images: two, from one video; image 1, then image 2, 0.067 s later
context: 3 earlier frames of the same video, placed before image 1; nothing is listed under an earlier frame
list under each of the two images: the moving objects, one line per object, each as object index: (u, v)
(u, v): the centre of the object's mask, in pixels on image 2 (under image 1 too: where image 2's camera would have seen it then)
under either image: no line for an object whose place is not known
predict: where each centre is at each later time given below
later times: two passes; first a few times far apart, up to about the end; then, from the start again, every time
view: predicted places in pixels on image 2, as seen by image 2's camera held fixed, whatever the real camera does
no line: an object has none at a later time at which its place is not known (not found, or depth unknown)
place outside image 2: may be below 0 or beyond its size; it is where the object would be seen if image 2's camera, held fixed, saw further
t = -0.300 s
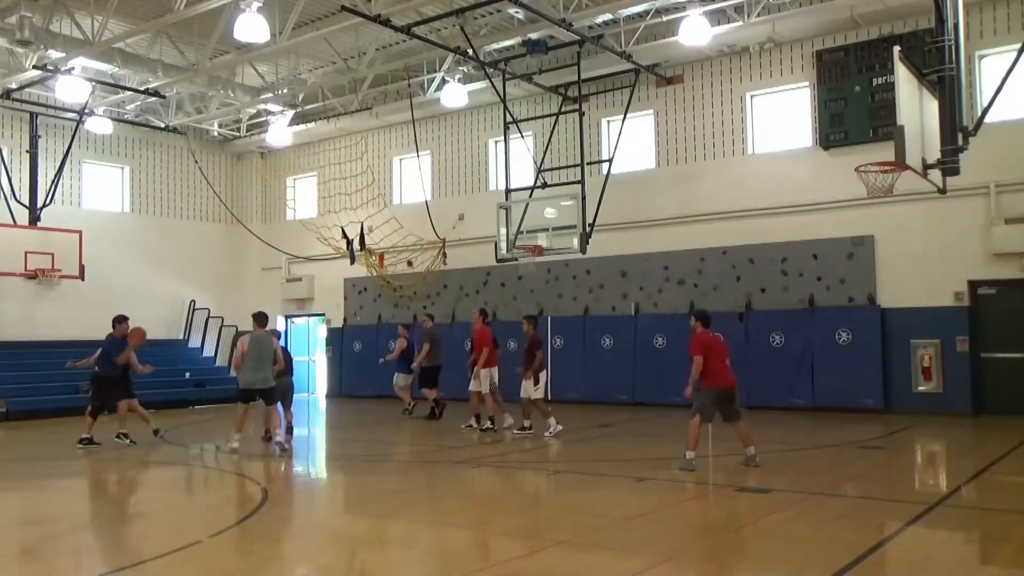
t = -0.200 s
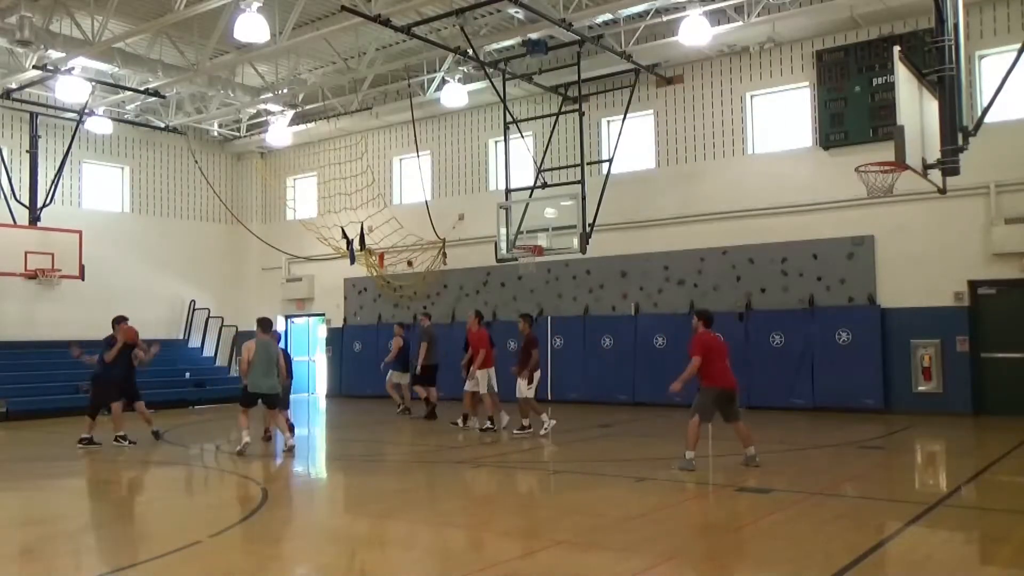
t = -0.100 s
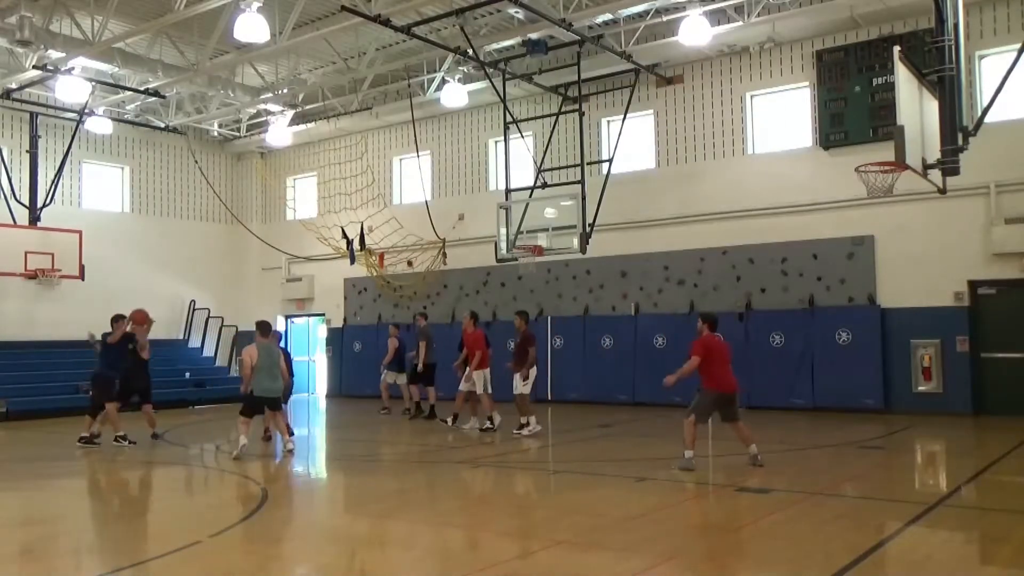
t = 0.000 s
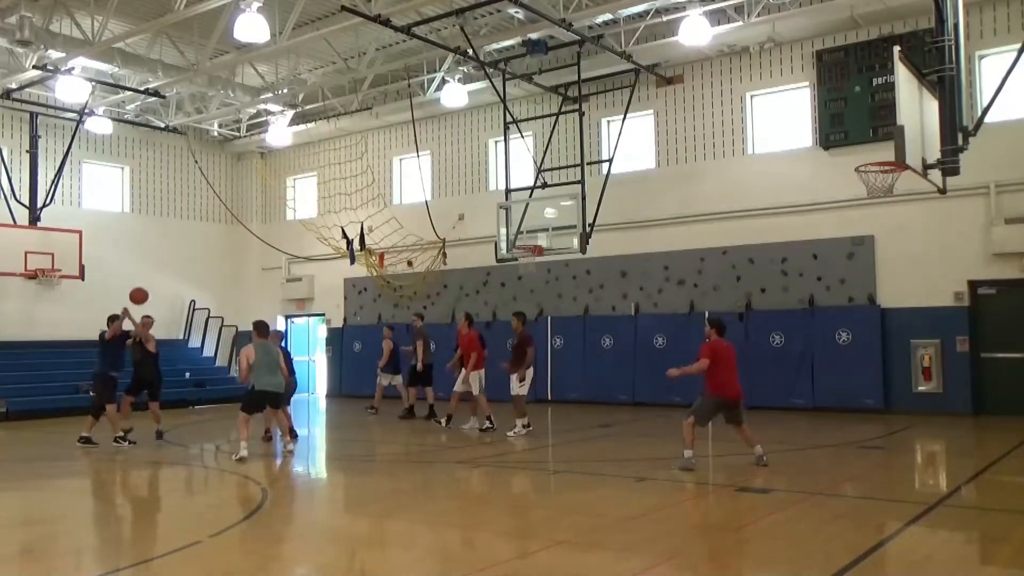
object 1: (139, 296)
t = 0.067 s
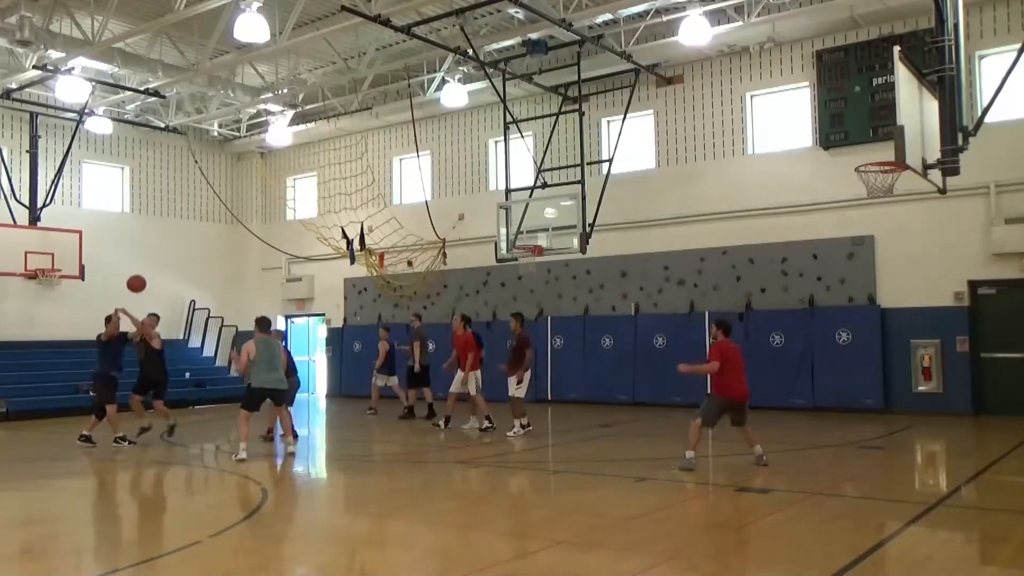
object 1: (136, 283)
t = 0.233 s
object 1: (130, 266)
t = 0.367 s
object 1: (125, 268)
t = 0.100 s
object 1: (135, 278)
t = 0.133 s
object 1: (134, 274)
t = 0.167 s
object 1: (133, 271)
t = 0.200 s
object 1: (131, 268)
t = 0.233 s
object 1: (130, 266)
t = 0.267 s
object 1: (129, 265)
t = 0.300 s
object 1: (128, 265)
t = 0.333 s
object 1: (126, 266)
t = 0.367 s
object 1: (125, 268)
